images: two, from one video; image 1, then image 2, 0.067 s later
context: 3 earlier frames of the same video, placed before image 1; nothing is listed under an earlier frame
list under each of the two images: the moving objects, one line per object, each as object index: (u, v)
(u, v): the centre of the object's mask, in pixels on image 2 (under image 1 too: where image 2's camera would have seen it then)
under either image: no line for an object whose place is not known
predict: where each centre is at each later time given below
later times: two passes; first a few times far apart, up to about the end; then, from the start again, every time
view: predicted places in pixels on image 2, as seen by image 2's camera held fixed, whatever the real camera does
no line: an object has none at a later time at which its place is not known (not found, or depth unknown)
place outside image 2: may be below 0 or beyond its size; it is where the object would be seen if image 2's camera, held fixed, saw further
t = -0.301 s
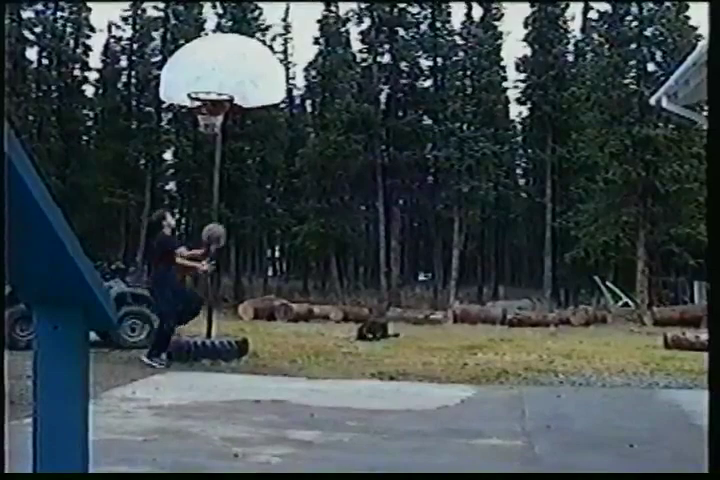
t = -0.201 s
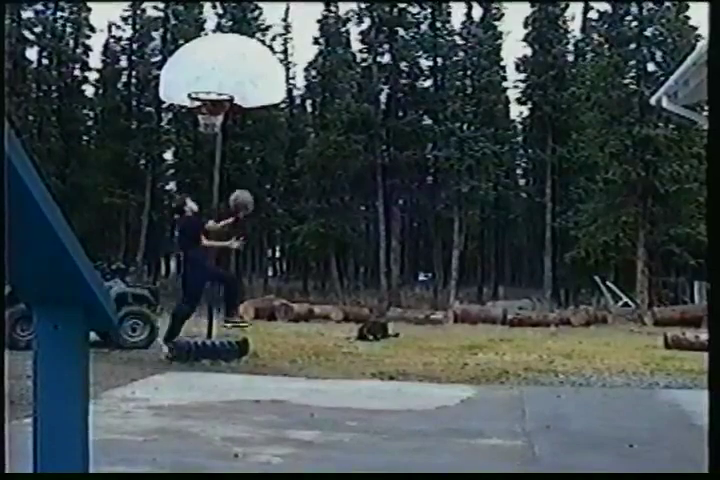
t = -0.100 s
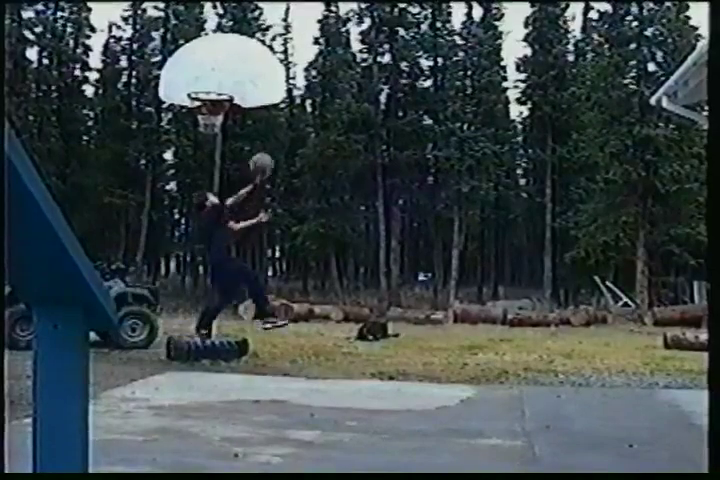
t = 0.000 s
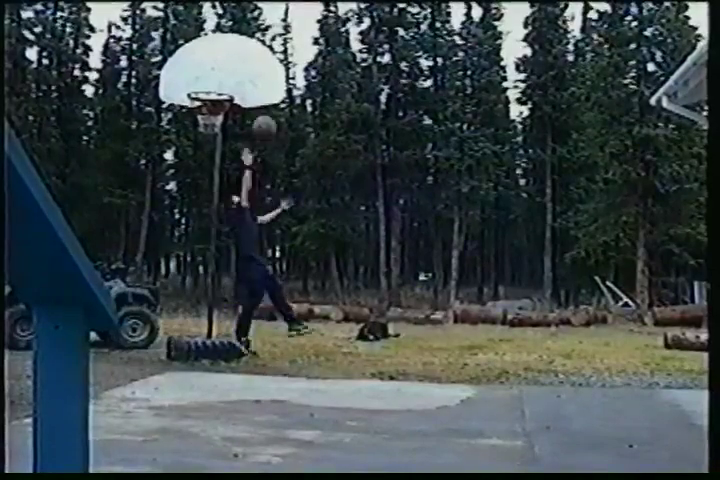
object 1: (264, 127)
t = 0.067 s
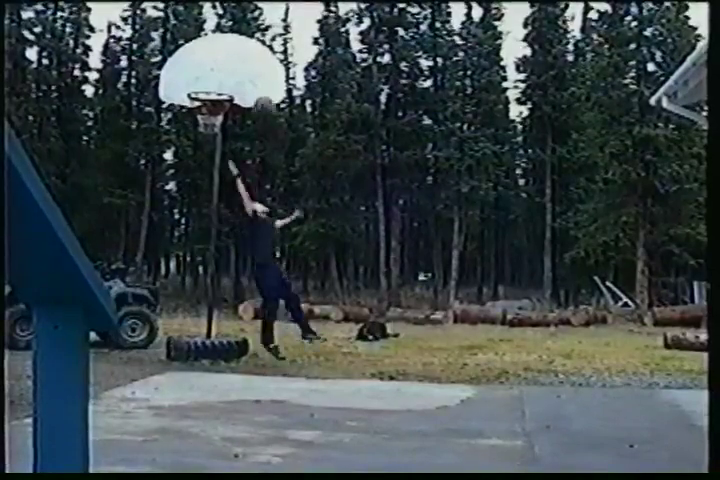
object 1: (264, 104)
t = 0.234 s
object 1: (262, 74)
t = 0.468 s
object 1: (249, 65)
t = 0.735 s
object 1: (235, 76)
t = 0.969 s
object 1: (239, 74)
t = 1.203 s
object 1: (252, 99)
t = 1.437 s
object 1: (273, 159)
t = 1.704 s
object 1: (296, 290)
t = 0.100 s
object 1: (264, 98)
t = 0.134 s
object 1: (264, 90)
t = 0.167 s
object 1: (263, 84)
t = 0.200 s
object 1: (263, 79)
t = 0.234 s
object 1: (262, 74)
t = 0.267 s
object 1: (262, 71)
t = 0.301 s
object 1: (262, 68)
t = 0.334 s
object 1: (260, 66)
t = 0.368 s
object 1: (258, 65)
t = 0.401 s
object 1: (255, 64)
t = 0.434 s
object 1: (252, 64)
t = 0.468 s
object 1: (249, 65)
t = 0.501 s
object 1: (246, 67)
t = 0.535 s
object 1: (243, 70)
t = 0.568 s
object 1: (240, 74)
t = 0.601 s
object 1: (237, 79)
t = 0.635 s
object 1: (233, 85)
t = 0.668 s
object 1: (233, 84)
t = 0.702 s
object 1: (234, 80)
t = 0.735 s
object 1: (235, 76)
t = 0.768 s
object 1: (236, 73)
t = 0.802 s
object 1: (236, 71)
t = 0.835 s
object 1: (237, 70)
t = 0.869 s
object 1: (237, 69)
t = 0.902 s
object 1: (238, 70)
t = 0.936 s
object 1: (238, 72)
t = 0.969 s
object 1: (239, 74)
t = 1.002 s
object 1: (239, 78)
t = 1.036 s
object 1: (239, 82)
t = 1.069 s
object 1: (239, 88)
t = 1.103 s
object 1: (241, 90)
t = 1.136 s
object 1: (245, 93)
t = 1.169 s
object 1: (248, 96)
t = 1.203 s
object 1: (252, 99)
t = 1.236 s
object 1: (255, 104)
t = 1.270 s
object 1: (258, 112)
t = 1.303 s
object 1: (261, 118)
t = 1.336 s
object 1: (265, 127)
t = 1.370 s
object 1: (268, 135)
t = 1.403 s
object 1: (270, 147)
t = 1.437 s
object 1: (273, 159)
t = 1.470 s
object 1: (276, 172)
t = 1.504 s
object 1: (279, 184)
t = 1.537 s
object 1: (282, 199)
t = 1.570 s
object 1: (286, 215)
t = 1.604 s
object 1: (288, 231)
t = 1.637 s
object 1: (291, 249)
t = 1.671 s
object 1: (294, 269)
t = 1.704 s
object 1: (296, 290)
